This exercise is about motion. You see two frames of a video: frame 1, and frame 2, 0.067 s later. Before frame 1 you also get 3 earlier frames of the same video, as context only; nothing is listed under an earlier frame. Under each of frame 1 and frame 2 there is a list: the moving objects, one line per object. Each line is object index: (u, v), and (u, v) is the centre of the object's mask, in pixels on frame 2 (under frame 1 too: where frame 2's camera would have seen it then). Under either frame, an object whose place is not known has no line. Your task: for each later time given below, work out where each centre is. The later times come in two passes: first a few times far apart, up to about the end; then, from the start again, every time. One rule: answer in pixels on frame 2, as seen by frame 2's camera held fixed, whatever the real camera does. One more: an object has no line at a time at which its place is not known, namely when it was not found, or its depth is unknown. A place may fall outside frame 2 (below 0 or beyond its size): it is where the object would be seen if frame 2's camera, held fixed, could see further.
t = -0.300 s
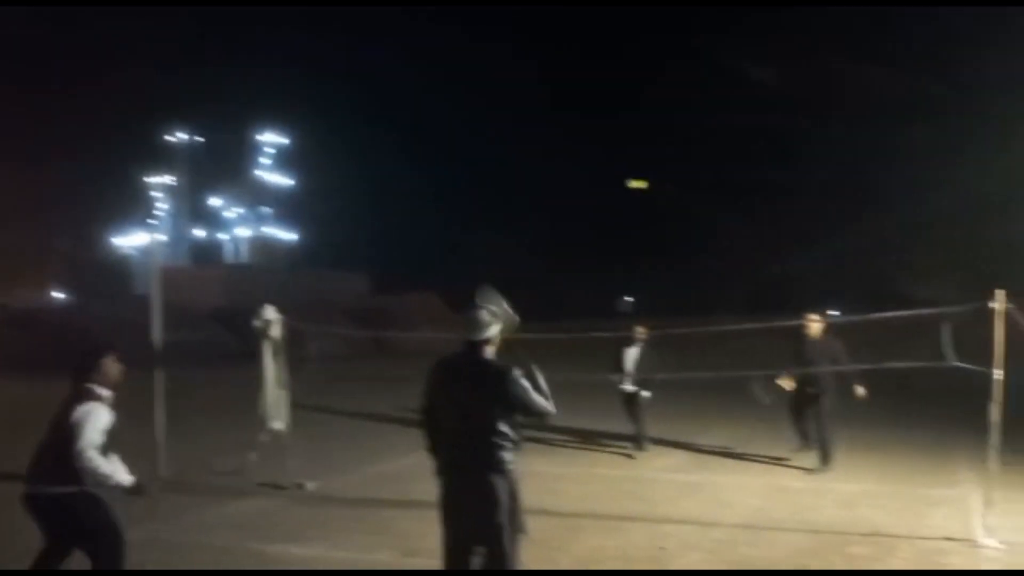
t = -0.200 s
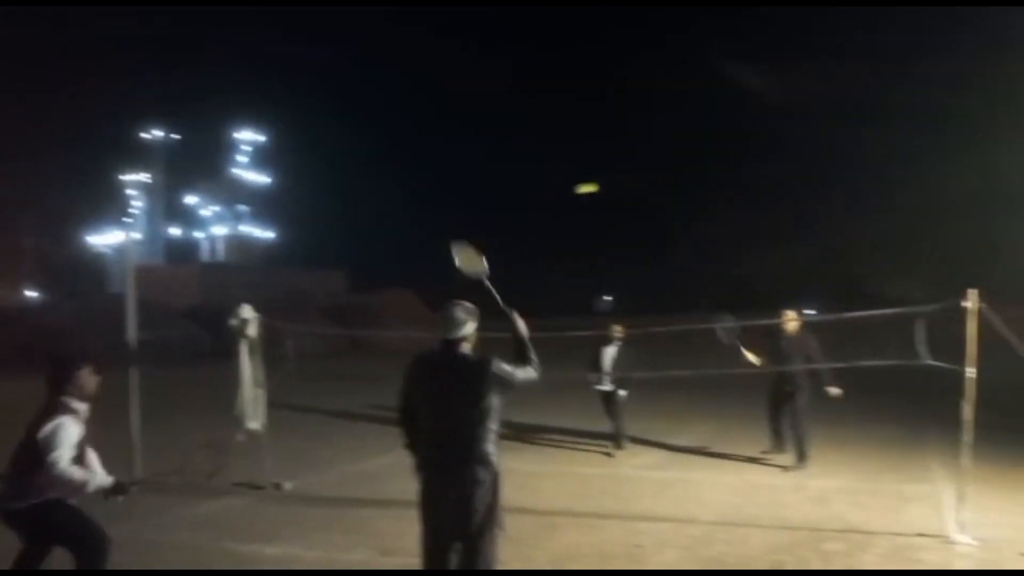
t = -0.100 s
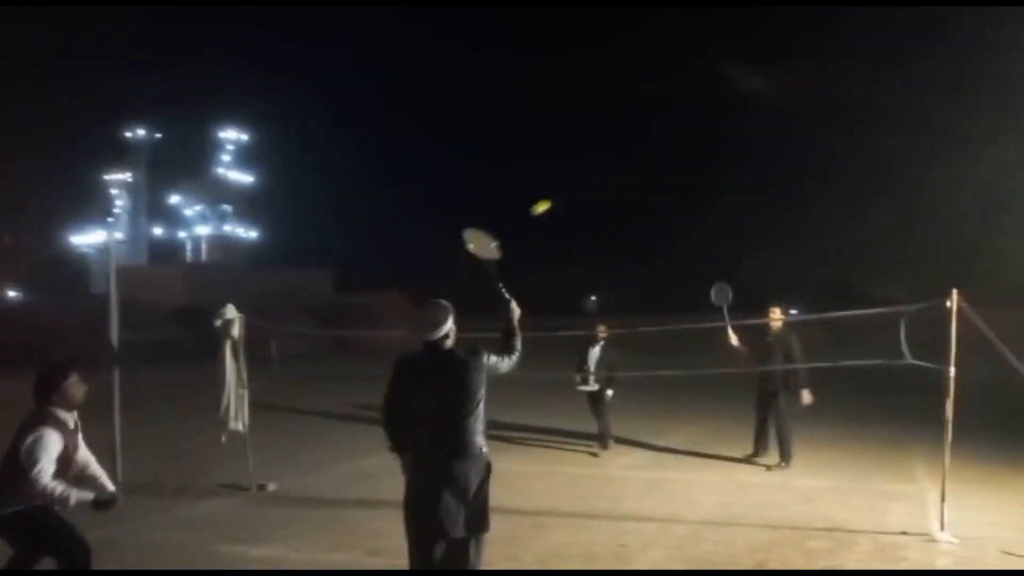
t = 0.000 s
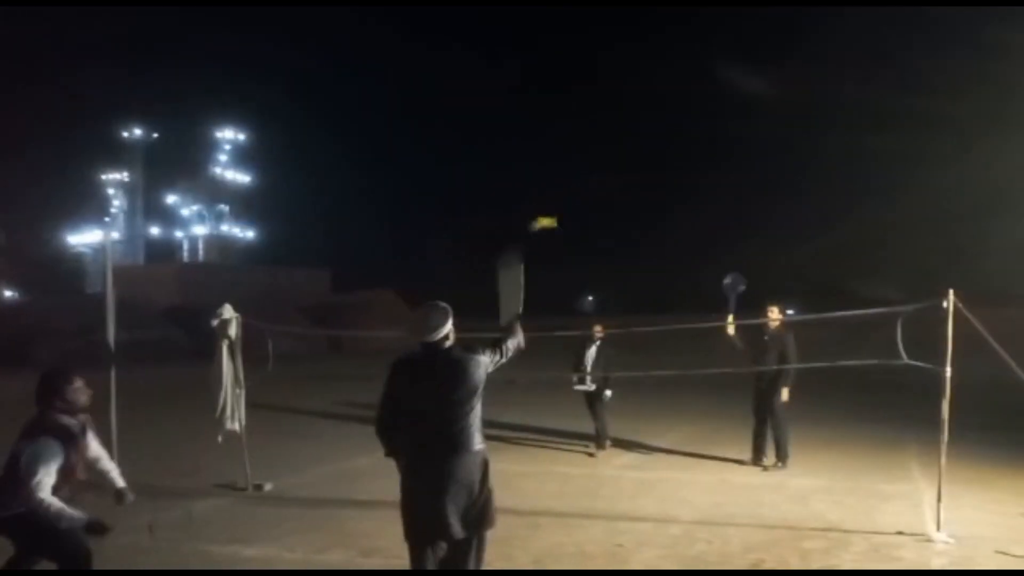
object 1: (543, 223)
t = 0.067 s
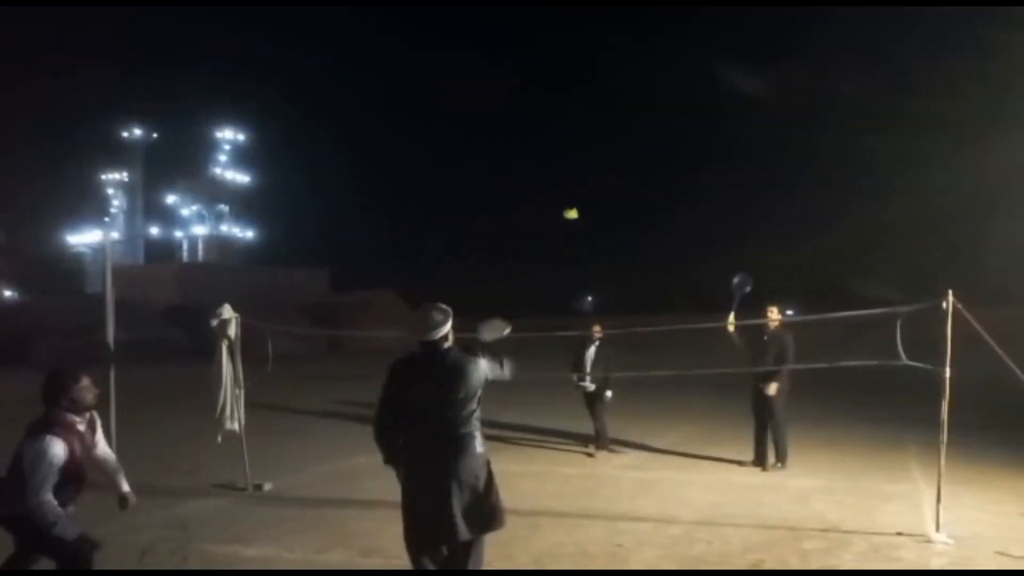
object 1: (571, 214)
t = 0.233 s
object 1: (591, 205)
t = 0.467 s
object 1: (593, 231)
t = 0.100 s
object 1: (578, 210)
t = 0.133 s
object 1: (584, 205)
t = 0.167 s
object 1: (587, 205)
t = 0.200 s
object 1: (589, 205)
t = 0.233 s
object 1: (591, 205)
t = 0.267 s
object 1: (593, 206)
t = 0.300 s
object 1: (593, 208)
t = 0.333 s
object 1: (593, 211)
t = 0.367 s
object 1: (593, 214)
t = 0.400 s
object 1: (594, 218)
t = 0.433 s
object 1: (594, 224)
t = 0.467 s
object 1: (593, 231)
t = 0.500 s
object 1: (592, 239)
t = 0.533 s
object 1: (591, 247)
